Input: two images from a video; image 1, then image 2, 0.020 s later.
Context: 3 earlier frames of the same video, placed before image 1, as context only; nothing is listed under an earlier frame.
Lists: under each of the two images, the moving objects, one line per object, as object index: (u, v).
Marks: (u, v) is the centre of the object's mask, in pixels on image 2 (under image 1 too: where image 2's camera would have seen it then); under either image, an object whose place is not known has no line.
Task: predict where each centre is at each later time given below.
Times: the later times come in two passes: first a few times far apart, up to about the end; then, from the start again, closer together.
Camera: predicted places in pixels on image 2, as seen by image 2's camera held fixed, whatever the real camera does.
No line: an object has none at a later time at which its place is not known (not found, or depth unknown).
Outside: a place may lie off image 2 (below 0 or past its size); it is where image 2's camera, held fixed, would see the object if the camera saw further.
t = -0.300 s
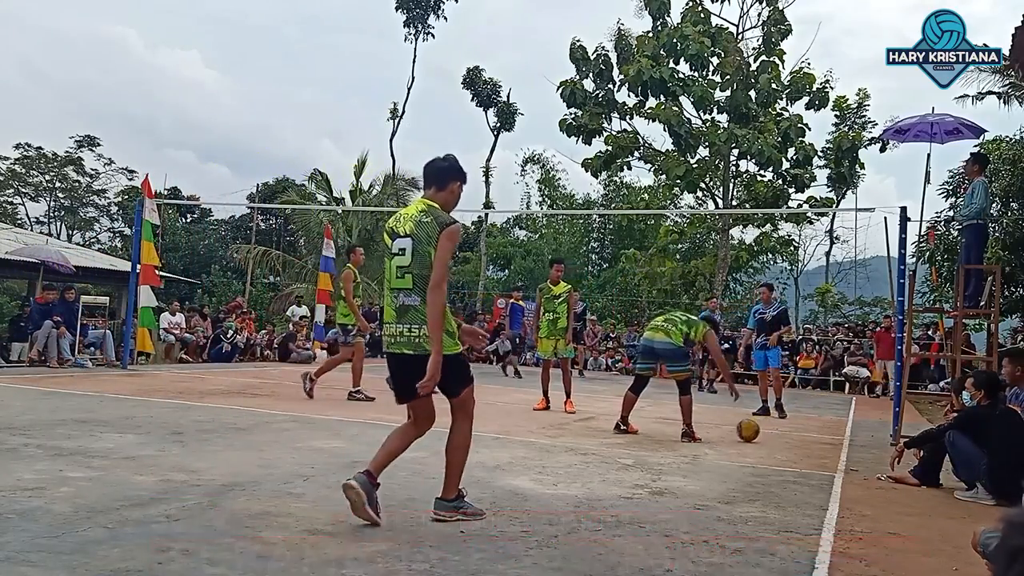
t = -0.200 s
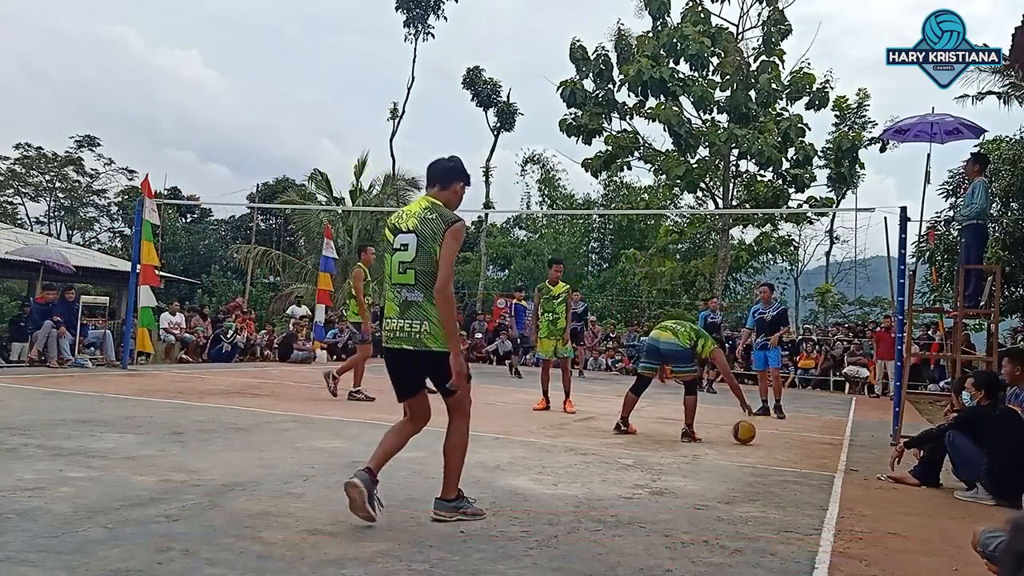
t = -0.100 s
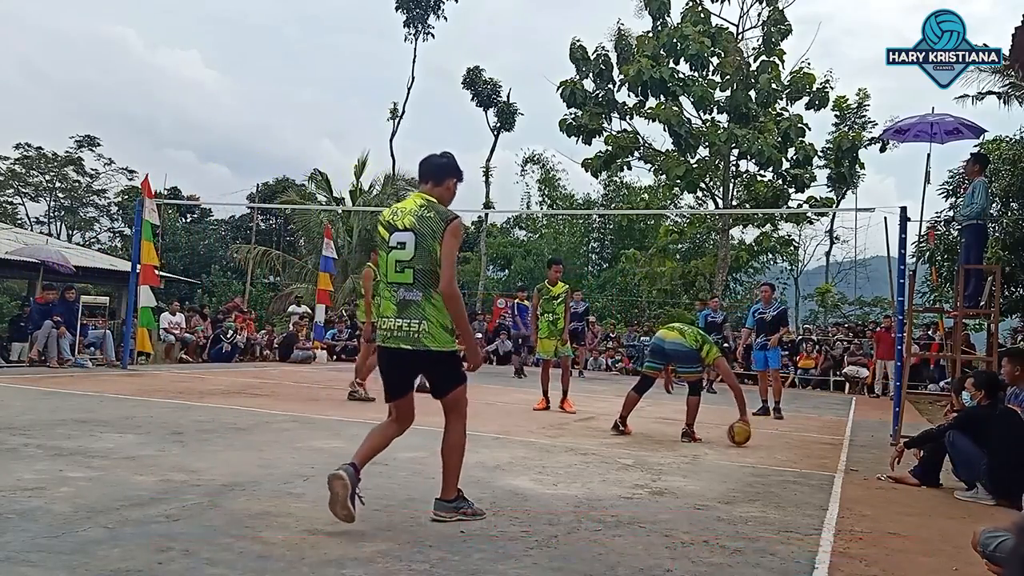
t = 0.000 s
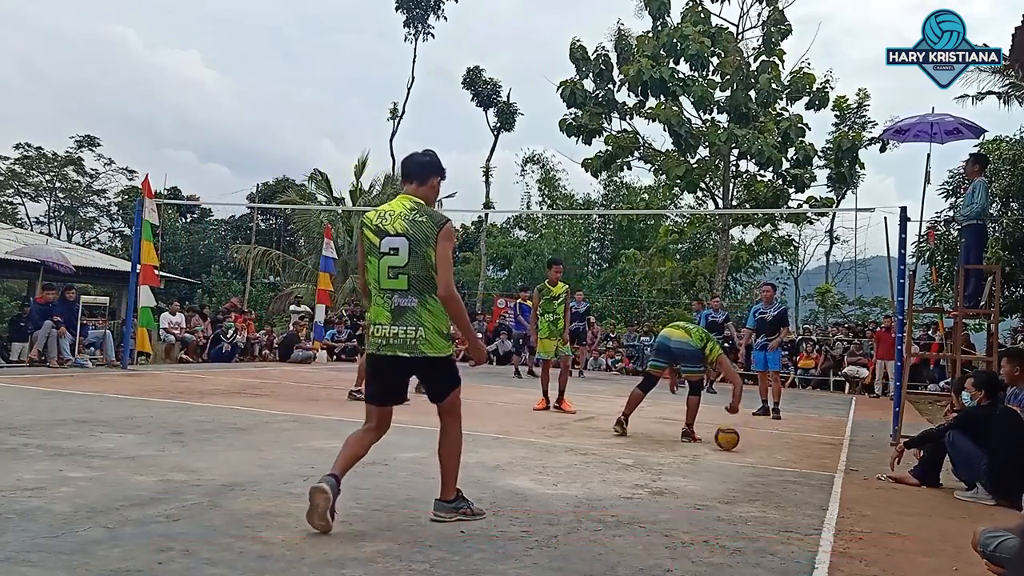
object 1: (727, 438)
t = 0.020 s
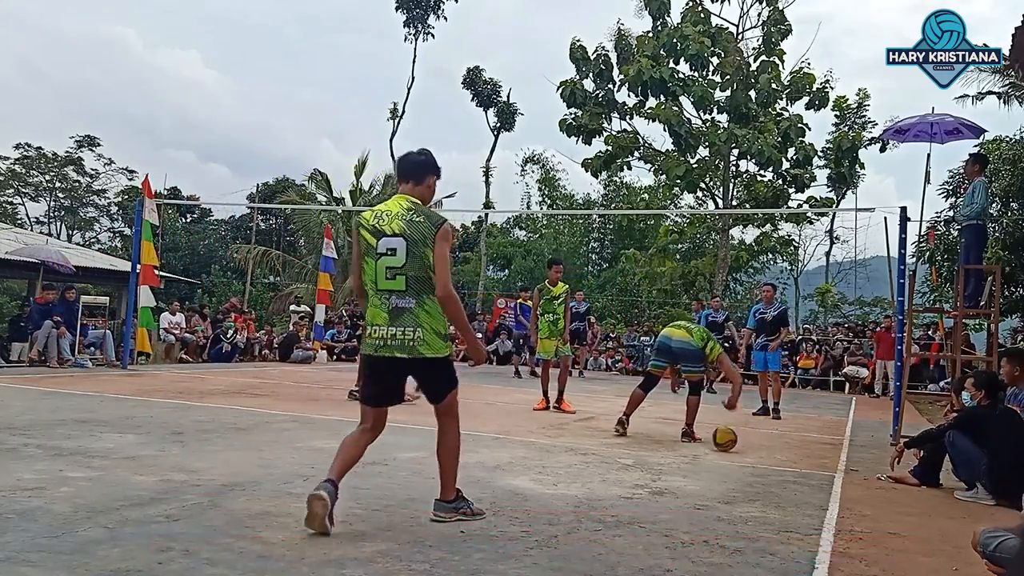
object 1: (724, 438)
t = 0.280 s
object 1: (695, 447)
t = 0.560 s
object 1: (657, 457)
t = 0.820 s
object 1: (615, 466)
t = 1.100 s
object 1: (553, 485)
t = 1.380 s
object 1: (473, 507)
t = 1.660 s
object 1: (355, 549)
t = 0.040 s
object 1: (723, 439)
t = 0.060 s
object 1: (720, 439)
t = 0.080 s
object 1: (718, 439)
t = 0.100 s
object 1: (716, 439)
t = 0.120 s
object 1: (713, 440)
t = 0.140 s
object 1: (711, 442)
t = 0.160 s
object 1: (708, 443)
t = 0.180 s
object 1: (706, 443)
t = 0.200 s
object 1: (704, 444)
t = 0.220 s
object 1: (701, 446)
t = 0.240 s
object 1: (699, 447)
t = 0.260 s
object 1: (697, 447)
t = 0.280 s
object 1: (695, 447)
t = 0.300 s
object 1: (692, 448)
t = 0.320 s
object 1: (689, 449)
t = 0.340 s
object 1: (686, 449)
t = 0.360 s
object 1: (684, 448)
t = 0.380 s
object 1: (682, 448)
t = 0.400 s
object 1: (679, 448)
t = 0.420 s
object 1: (677, 449)
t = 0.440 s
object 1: (674, 449)
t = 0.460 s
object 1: (671, 450)
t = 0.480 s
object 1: (669, 451)
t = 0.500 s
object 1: (666, 454)
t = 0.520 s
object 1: (662, 456)
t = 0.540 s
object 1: (659, 458)
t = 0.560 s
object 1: (657, 457)
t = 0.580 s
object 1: (654, 456)
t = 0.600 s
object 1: (651, 457)
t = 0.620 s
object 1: (649, 458)
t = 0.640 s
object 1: (646, 458)
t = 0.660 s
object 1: (643, 460)
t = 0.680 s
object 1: (639, 463)
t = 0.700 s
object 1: (635, 466)
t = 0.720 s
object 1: (632, 466)
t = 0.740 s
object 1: (628, 465)
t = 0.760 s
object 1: (625, 465)
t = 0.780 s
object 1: (622, 465)
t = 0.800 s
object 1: (618, 465)
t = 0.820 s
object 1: (615, 466)
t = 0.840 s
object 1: (611, 468)
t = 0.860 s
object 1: (607, 470)
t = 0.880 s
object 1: (602, 473)
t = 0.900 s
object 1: (598, 477)
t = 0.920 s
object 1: (594, 479)
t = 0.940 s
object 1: (590, 477)
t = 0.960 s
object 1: (586, 476)
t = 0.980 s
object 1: (582, 475)
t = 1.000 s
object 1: (577, 475)
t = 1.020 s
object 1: (573, 475)
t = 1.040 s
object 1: (568, 476)
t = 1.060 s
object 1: (564, 478)
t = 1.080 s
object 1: (558, 480)
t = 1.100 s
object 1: (553, 485)
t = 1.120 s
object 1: (548, 489)
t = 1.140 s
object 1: (543, 492)
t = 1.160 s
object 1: (538, 491)
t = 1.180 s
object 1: (533, 488)
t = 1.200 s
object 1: (528, 486)
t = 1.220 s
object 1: (523, 485)
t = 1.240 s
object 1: (518, 483)
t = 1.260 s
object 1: (513, 483)
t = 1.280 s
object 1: (507, 485)
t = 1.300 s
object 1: (501, 487)
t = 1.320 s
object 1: (494, 490)
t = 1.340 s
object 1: (487, 496)
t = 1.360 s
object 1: (481, 502)
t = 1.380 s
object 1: (473, 507)
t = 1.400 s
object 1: (467, 513)
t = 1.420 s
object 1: (460, 516)
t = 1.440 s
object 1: (453, 514)
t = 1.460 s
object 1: (447, 513)
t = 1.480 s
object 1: (438, 512)
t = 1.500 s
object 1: (430, 512)
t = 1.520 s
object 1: (422, 513)
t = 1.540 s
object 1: (413, 516)
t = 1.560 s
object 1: (404, 520)
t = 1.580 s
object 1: (394, 525)
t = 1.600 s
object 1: (384, 533)
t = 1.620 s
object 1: (374, 540)
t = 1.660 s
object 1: (355, 549)
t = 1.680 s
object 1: (345, 547)
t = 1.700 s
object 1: (335, 547)
